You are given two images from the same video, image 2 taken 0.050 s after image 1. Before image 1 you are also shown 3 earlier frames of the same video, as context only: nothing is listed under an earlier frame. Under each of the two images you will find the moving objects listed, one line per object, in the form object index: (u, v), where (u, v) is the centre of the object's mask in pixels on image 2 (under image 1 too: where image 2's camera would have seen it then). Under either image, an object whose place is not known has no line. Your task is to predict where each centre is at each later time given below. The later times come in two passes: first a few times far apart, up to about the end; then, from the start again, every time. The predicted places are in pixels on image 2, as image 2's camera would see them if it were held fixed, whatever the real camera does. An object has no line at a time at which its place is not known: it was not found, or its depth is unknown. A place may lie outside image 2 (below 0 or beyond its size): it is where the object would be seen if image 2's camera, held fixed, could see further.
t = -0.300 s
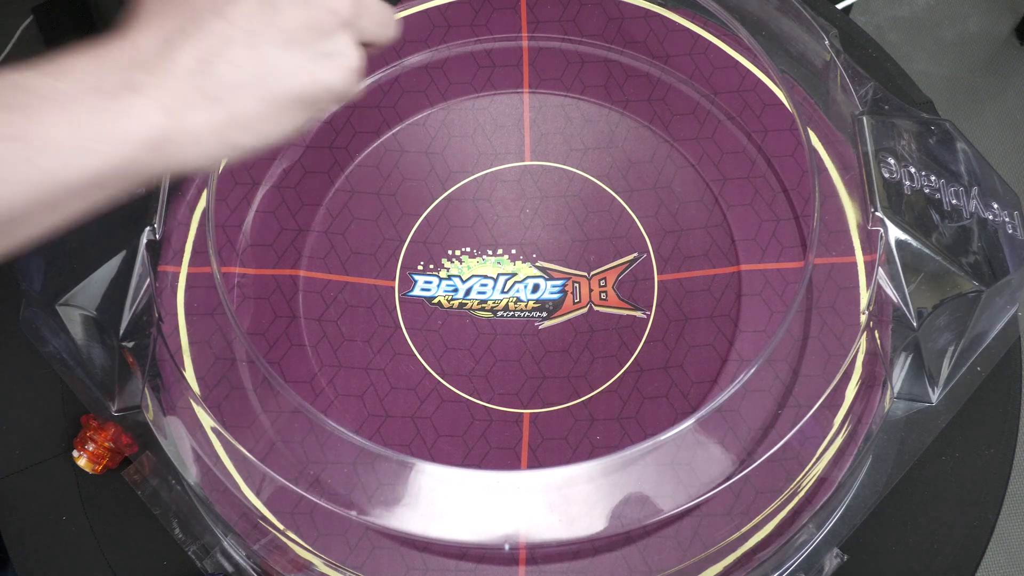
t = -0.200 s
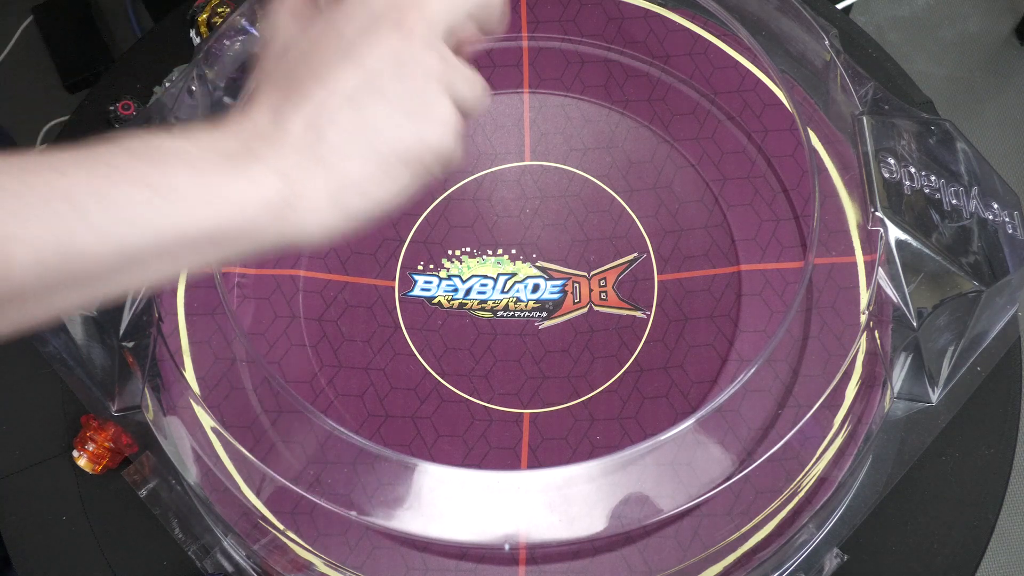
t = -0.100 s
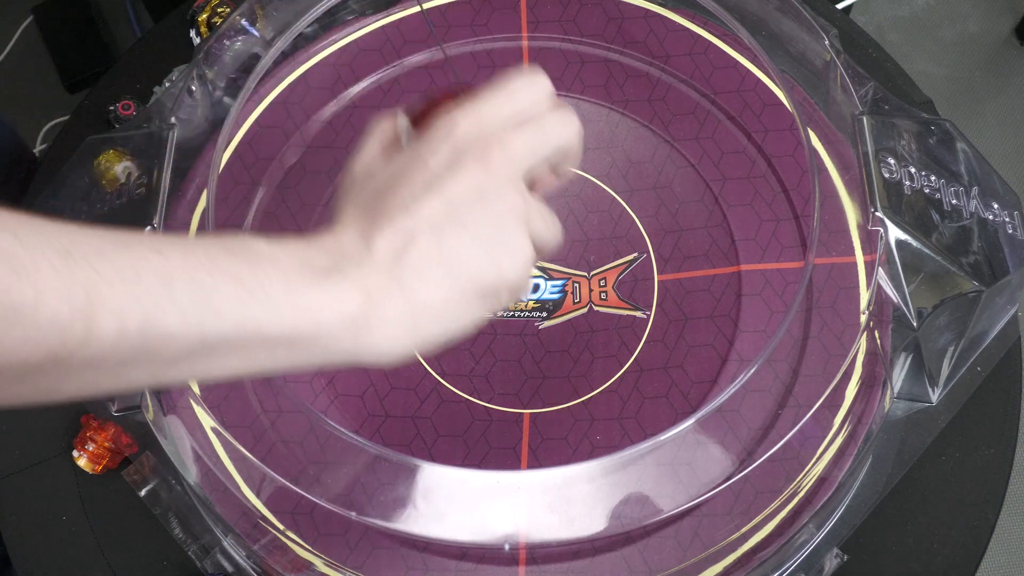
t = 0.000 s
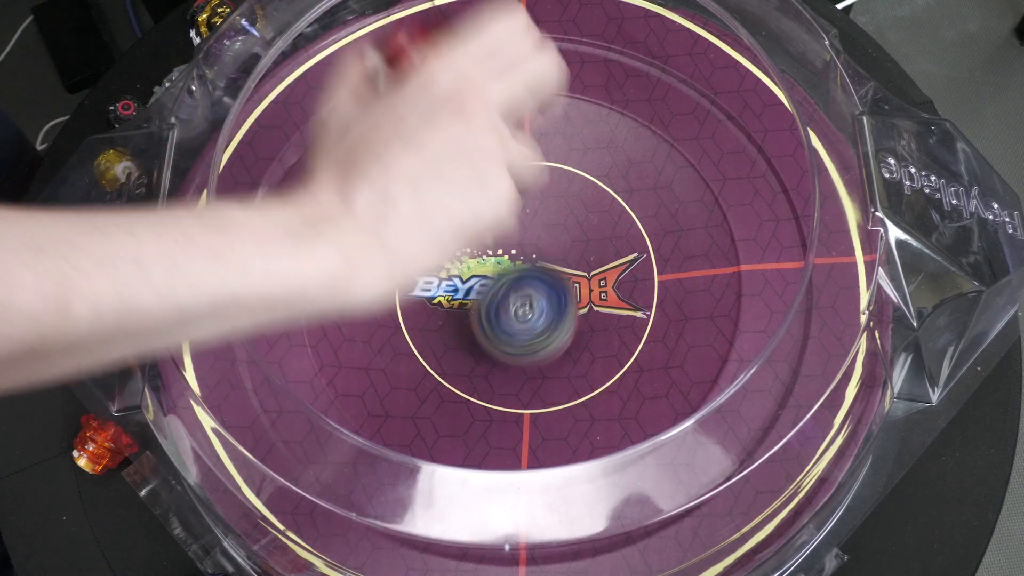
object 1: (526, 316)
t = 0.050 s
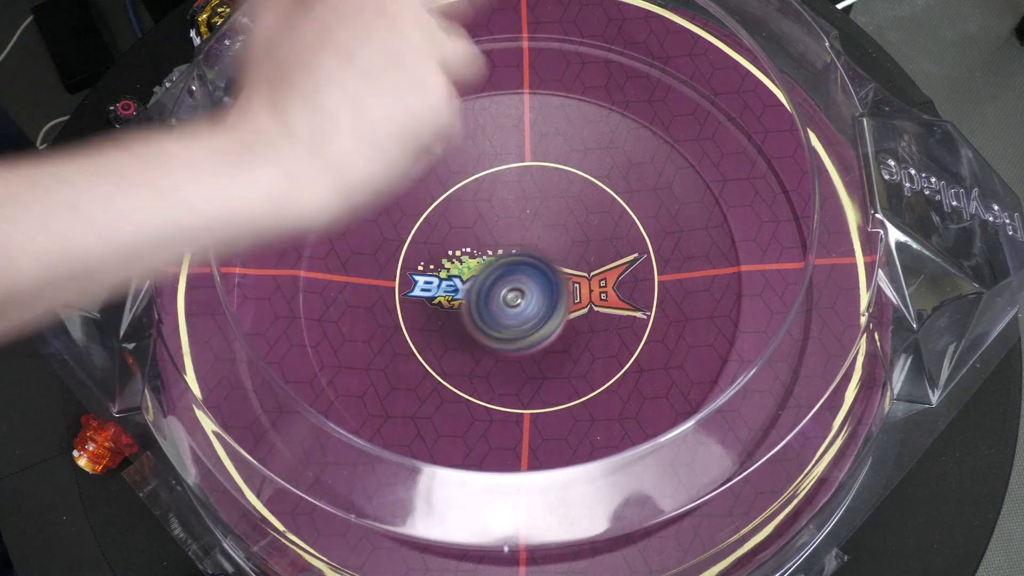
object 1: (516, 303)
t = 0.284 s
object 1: (465, 263)
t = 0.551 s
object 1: (537, 150)
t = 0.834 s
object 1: (625, 259)
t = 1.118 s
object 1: (372, 283)
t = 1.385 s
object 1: (392, 104)
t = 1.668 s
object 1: (493, 50)
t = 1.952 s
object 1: (547, 150)
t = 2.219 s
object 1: (501, 387)
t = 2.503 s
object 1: (307, 296)
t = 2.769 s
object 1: (450, 162)
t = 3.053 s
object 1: (633, 343)
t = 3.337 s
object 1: (412, 407)
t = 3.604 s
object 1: (415, 219)
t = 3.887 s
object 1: (645, 250)
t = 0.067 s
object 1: (513, 302)
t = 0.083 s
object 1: (510, 304)
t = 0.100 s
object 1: (506, 306)
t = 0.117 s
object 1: (503, 312)
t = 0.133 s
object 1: (500, 318)
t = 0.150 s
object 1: (496, 314)
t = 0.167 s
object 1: (491, 308)
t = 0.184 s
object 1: (487, 303)
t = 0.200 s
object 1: (482, 299)
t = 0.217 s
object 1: (478, 296)
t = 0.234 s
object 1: (474, 287)
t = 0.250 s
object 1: (470, 280)
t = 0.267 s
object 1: (467, 273)
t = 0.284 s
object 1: (465, 263)
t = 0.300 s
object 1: (463, 255)
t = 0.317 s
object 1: (463, 246)
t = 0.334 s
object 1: (463, 236)
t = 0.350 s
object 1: (463, 227)
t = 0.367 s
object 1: (465, 218)
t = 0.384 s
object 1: (468, 209)
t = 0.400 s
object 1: (471, 201)
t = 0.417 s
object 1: (475, 193)
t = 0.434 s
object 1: (481, 184)
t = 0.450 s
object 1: (487, 176)
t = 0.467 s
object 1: (494, 170)
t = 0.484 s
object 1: (502, 163)
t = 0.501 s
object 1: (509, 158)
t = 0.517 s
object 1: (519, 154)
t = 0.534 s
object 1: (528, 153)
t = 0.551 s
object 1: (537, 150)
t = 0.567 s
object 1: (548, 148)
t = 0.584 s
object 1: (557, 148)
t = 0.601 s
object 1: (567, 150)
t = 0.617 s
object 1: (576, 151)
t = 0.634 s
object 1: (586, 155)
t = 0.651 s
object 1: (596, 160)
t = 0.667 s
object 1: (606, 165)
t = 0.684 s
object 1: (613, 170)
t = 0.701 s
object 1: (621, 176)
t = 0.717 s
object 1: (626, 186)
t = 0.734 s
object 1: (630, 195)
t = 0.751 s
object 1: (633, 203)
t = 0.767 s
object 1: (635, 213)
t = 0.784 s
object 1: (635, 223)
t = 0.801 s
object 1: (634, 234)
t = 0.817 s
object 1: (631, 246)
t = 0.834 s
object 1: (625, 259)
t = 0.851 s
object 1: (618, 271)
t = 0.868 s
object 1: (609, 282)
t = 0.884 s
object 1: (598, 294)
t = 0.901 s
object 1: (585, 304)
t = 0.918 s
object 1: (569, 313)
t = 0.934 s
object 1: (553, 321)
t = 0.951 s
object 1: (536, 325)
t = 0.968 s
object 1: (519, 328)
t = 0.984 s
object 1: (500, 330)
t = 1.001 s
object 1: (482, 330)
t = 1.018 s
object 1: (466, 327)
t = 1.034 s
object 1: (447, 324)
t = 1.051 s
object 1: (429, 319)
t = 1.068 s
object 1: (413, 312)
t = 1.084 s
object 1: (398, 304)
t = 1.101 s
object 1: (384, 294)
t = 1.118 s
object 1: (372, 283)
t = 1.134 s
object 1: (361, 272)
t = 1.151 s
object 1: (354, 261)
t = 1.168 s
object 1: (347, 249)
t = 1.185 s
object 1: (341, 236)
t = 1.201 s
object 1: (337, 224)
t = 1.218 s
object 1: (333, 211)
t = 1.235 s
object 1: (334, 198)
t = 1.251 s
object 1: (334, 185)
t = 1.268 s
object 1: (336, 173)
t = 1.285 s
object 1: (340, 160)
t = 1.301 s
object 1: (347, 149)
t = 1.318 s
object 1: (353, 139)
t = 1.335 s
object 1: (362, 129)
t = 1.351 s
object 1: (372, 119)
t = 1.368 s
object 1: (383, 111)
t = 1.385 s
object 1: (392, 104)
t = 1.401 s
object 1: (403, 97)
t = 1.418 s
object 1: (412, 90)
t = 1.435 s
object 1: (421, 85)
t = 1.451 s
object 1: (429, 80)
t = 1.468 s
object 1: (436, 75)
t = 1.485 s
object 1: (443, 70)
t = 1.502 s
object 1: (450, 66)
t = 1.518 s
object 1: (456, 63)
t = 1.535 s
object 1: (461, 59)
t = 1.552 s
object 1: (466, 57)
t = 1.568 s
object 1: (471, 55)
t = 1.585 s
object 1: (475, 53)
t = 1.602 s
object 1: (479, 52)
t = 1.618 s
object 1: (483, 51)
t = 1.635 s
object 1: (487, 50)
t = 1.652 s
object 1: (490, 50)
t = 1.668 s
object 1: (493, 50)
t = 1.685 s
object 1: (495, 50)
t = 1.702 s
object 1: (498, 51)
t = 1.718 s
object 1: (500, 52)
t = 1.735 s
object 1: (502, 54)
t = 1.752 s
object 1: (504, 56)
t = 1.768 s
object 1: (506, 59)
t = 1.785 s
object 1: (508, 61)
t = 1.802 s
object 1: (509, 64)
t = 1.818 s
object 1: (511, 68)
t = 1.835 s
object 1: (513, 74)
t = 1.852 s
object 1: (516, 81)
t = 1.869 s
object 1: (520, 90)
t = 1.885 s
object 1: (524, 99)
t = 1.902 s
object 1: (530, 110)
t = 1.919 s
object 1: (535, 121)
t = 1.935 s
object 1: (541, 136)
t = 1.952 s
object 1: (547, 150)
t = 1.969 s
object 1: (553, 165)
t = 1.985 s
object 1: (559, 181)
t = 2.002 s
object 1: (566, 198)
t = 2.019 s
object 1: (570, 216)
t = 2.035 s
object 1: (574, 228)
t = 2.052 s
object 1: (577, 246)
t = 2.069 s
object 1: (577, 262)
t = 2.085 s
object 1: (576, 282)
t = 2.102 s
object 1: (572, 300)
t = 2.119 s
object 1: (567, 319)
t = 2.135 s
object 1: (559, 333)
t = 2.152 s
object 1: (550, 348)
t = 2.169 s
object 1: (539, 359)
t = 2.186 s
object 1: (527, 370)
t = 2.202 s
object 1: (515, 379)
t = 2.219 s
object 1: (501, 387)
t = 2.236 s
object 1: (487, 394)
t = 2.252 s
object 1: (470, 399)
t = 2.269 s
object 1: (454, 403)
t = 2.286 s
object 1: (439, 404)
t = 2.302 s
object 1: (425, 403)
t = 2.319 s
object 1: (410, 401)
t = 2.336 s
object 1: (395, 396)
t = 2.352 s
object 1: (381, 391)
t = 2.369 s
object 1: (369, 384)
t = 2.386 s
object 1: (357, 377)
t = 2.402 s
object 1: (346, 367)
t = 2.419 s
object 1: (335, 356)
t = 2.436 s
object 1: (326, 345)
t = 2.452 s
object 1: (318, 334)
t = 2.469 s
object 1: (314, 322)
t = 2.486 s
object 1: (310, 309)
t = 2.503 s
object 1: (307, 296)
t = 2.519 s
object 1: (305, 282)
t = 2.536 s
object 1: (307, 270)
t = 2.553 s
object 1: (309, 257)
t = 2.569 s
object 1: (312, 245)
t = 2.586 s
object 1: (318, 232)
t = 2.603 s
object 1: (325, 222)
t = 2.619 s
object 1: (333, 210)
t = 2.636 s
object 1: (341, 201)
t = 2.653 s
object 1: (352, 193)
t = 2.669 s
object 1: (364, 185)
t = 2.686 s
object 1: (376, 178)
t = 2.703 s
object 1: (390, 173)
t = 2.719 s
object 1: (403, 168)
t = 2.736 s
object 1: (419, 165)
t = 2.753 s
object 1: (434, 162)
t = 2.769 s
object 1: (450, 162)
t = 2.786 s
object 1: (468, 163)
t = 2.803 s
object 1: (485, 165)
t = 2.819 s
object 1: (501, 168)
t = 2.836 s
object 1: (519, 173)
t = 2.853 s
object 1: (535, 179)
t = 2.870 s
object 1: (552, 187)
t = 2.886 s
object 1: (567, 197)
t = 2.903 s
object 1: (581, 207)
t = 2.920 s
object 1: (592, 218)
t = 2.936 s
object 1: (605, 231)
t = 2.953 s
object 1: (617, 245)
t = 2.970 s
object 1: (624, 260)
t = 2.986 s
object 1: (631, 277)
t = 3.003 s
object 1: (635, 293)
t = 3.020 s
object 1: (636, 311)
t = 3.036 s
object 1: (637, 327)
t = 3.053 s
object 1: (633, 343)
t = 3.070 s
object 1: (627, 358)
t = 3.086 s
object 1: (620, 371)
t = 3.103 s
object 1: (610, 385)
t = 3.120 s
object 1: (600, 396)
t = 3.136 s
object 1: (588, 405)
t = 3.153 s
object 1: (574, 413)
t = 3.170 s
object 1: (558, 419)
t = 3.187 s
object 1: (543, 423)
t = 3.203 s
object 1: (528, 426)
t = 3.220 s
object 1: (513, 428)
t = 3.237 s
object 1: (495, 429)
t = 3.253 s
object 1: (478, 428)
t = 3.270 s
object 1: (464, 426)
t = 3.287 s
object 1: (450, 423)
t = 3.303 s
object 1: (437, 419)
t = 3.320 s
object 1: (423, 413)
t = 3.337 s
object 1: (412, 407)
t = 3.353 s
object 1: (401, 399)
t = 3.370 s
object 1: (390, 389)
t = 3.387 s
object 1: (382, 380)
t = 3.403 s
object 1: (376, 369)
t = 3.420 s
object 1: (370, 356)
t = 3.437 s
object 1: (366, 344)
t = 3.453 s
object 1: (364, 331)
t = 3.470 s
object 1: (364, 318)
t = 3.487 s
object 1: (366, 305)
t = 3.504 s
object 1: (367, 291)
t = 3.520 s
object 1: (372, 277)
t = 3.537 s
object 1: (377, 264)
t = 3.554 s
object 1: (384, 252)
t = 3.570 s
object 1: (392, 240)
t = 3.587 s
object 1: (403, 229)
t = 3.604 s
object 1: (415, 219)
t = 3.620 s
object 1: (429, 210)
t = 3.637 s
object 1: (441, 203)
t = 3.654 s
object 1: (456, 196)
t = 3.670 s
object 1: (473, 191)
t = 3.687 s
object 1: (489, 186)
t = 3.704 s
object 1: (504, 182)
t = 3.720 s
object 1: (521, 182)
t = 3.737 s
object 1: (538, 183)
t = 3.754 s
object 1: (553, 184)
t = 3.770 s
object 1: (568, 187)
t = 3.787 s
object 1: (583, 193)
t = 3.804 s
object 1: (597, 199)
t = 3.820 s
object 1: (609, 206)
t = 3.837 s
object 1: (620, 216)
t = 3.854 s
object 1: (631, 227)
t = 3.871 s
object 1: (640, 238)
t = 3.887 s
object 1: (645, 250)
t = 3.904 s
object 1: (650, 262)
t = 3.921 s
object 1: (652, 276)
